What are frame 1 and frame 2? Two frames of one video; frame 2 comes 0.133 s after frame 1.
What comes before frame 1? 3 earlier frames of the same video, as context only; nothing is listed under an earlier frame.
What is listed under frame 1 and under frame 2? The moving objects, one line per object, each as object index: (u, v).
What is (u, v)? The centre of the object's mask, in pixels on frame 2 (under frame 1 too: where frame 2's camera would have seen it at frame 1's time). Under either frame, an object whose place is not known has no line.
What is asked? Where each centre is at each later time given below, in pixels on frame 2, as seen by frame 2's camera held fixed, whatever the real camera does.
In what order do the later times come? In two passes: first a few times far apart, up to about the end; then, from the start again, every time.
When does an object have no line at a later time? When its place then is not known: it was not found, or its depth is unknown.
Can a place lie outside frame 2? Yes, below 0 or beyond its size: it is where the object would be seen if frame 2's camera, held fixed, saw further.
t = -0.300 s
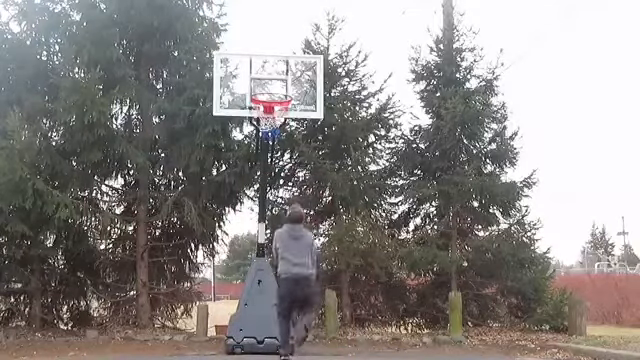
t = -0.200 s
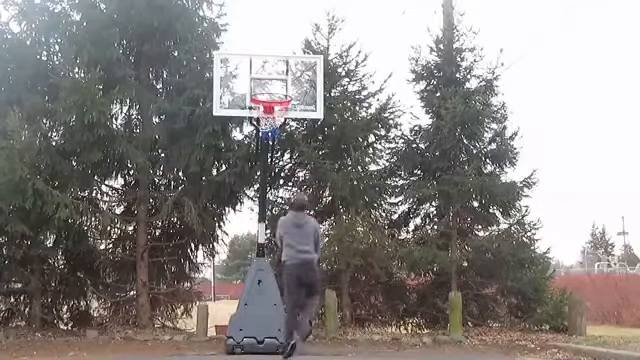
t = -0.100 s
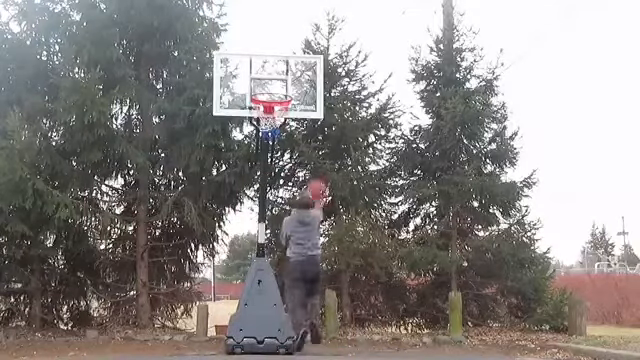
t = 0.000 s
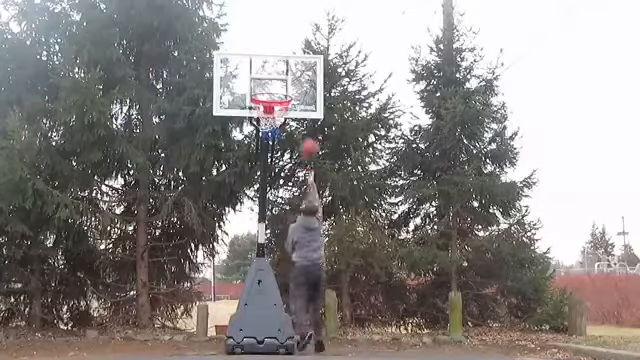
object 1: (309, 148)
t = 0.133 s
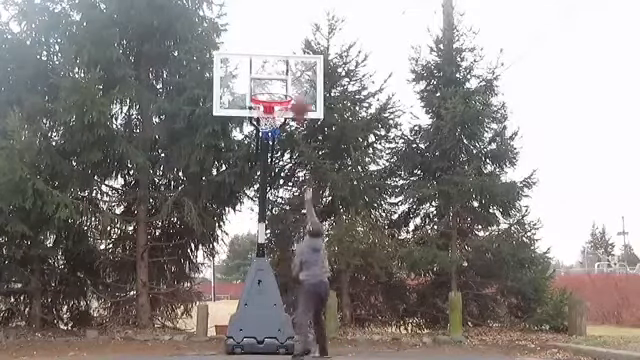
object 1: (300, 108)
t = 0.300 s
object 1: (292, 79)
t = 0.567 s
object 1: (279, 77)
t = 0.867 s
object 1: (275, 82)
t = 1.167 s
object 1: (278, 125)
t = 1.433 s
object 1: (272, 209)
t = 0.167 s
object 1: (297, 99)
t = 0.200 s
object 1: (296, 90)
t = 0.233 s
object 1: (295, 87)
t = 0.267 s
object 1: (293, 83)
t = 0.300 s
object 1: (292, 79)
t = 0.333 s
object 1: (290, 76)
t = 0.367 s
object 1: (288, 73)
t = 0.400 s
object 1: (287, 72)
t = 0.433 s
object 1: (285, 72)
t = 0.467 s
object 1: (284, 72)
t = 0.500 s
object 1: (282, 72)
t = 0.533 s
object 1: (280, 75)
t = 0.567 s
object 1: (279, 77)
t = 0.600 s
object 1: (277, 81)
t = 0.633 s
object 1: (276, 82)
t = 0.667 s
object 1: (276, 83)
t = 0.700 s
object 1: (275, 83)
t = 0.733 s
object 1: (275, 82)
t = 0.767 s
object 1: (275, 81)
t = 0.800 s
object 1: (275, 81)
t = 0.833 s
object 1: (275, 81)
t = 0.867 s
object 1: (275, 82)
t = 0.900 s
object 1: (276, 84)
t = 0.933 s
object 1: (276, 87)
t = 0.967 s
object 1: (276, 90)
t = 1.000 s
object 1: (277, 96)
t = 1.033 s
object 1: (278, 103)
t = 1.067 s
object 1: (278, 110)
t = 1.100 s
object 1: (279, 112)
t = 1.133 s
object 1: (276, 123)
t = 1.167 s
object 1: (278, 125)
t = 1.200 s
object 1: (278, 135)
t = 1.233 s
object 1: (276, 143)
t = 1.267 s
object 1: (274, 151)
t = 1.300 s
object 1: (273, 159)
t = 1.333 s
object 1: (273, 170)
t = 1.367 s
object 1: (273, 182)
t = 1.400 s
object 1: (272, 194)
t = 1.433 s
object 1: (272, 209)
